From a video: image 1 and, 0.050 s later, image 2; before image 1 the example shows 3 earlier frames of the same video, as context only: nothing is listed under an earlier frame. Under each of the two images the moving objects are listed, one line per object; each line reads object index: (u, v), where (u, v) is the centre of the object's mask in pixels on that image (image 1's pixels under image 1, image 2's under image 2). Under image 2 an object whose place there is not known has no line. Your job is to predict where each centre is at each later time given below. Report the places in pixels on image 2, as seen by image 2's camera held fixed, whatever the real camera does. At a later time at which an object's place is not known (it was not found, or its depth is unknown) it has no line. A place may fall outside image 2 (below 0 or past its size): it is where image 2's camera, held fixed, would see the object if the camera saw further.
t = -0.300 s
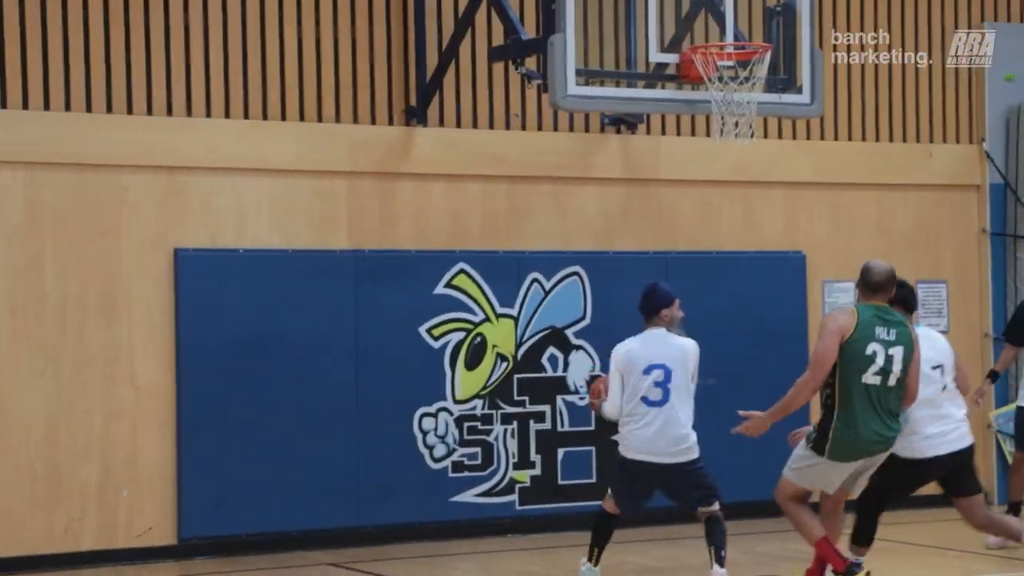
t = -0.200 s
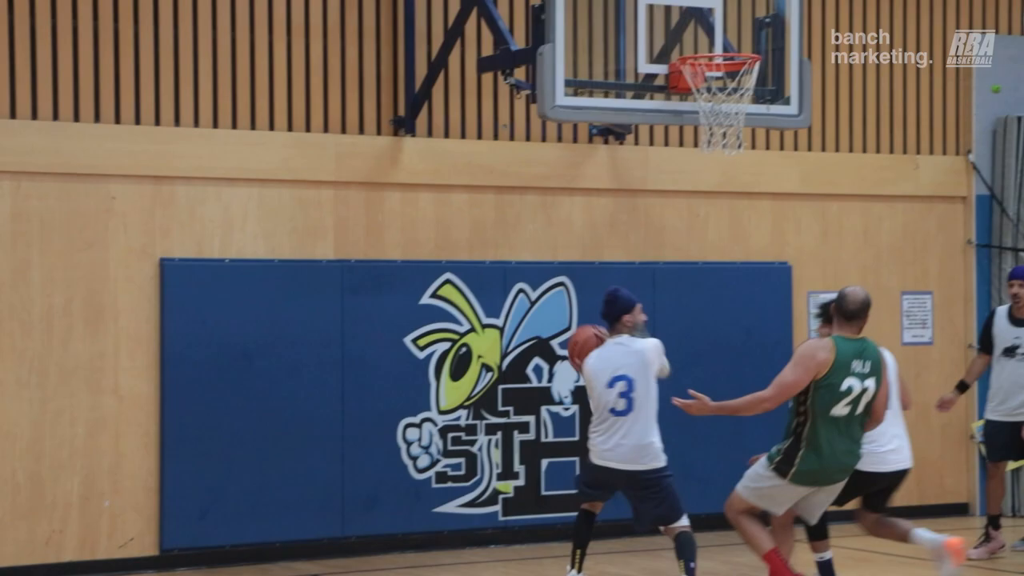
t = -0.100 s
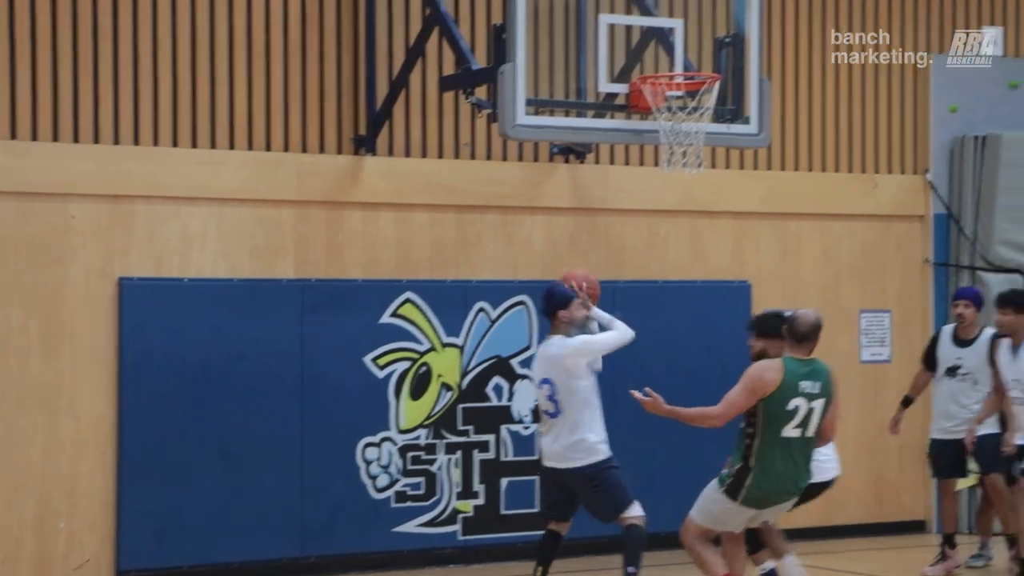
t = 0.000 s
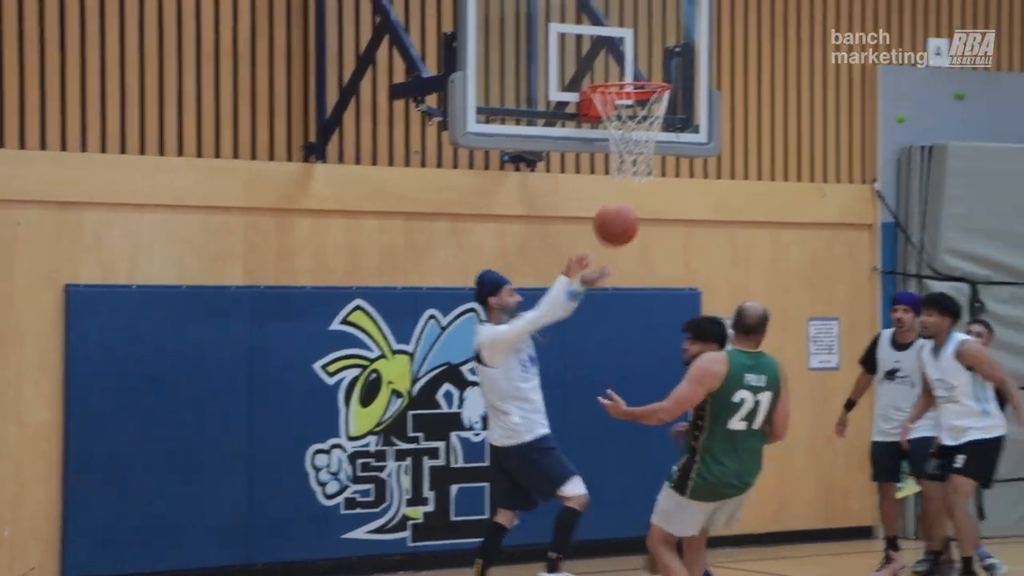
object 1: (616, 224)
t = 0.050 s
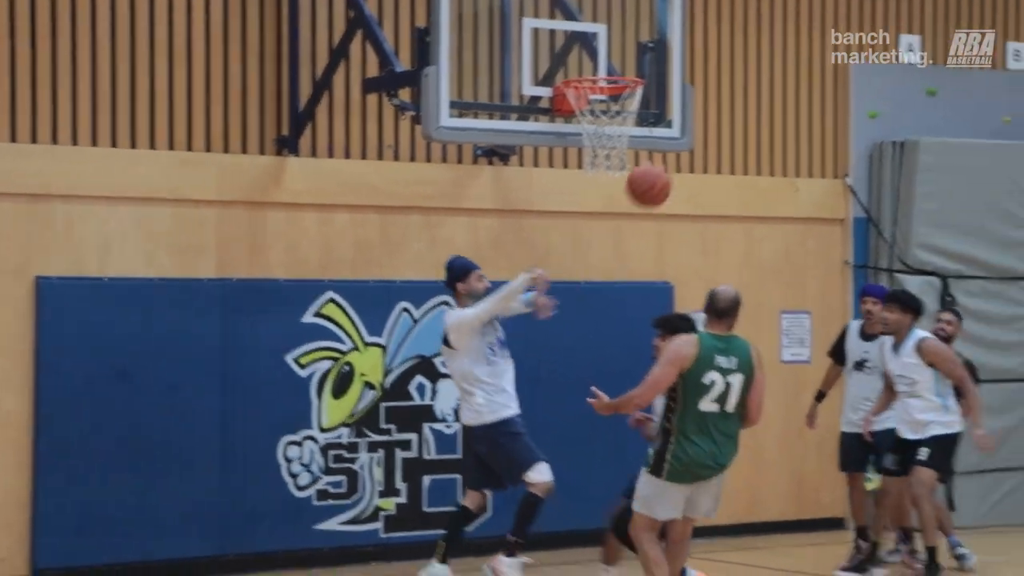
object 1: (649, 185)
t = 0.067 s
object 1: (669, 175)
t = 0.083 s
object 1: (690, 165)
